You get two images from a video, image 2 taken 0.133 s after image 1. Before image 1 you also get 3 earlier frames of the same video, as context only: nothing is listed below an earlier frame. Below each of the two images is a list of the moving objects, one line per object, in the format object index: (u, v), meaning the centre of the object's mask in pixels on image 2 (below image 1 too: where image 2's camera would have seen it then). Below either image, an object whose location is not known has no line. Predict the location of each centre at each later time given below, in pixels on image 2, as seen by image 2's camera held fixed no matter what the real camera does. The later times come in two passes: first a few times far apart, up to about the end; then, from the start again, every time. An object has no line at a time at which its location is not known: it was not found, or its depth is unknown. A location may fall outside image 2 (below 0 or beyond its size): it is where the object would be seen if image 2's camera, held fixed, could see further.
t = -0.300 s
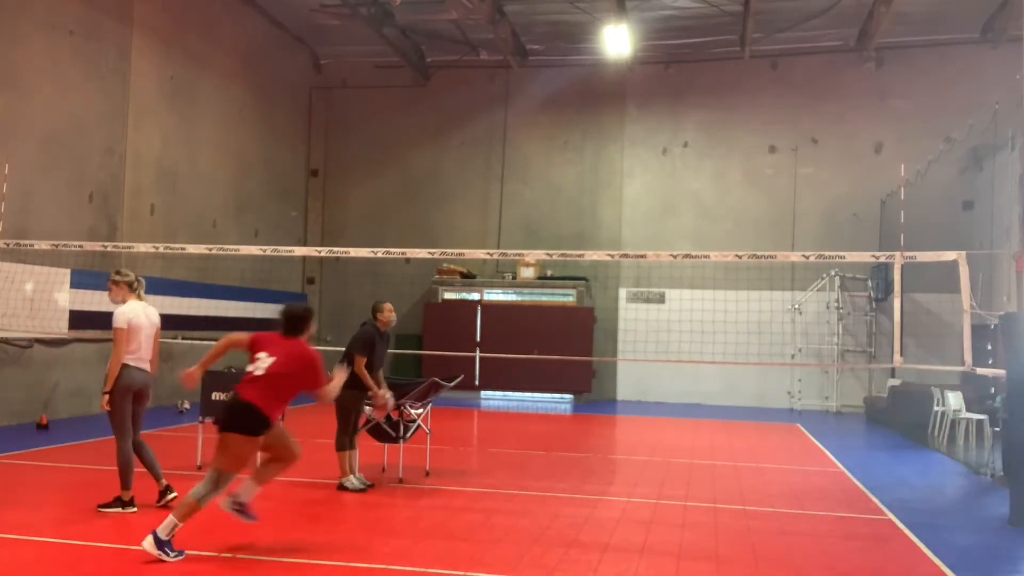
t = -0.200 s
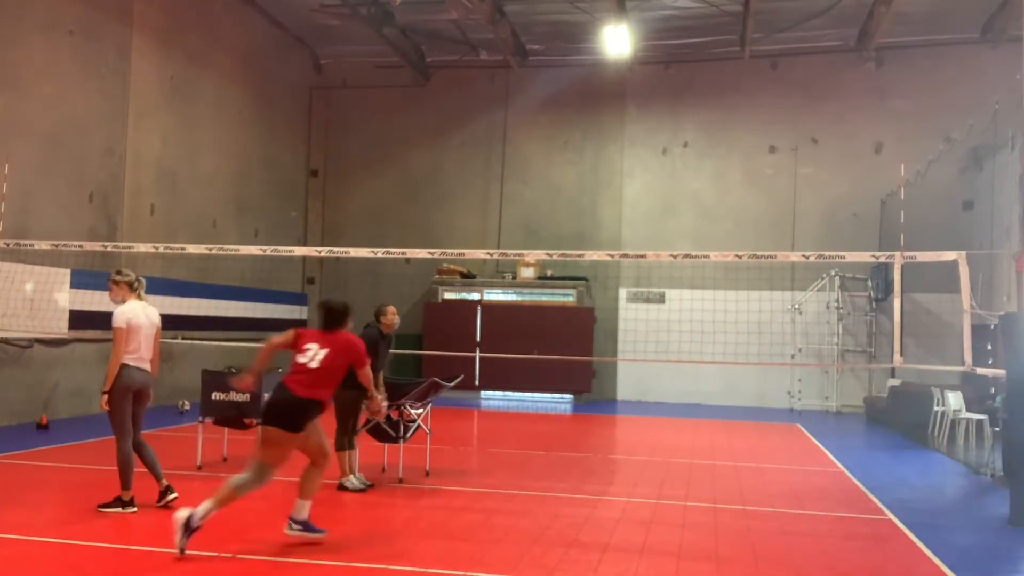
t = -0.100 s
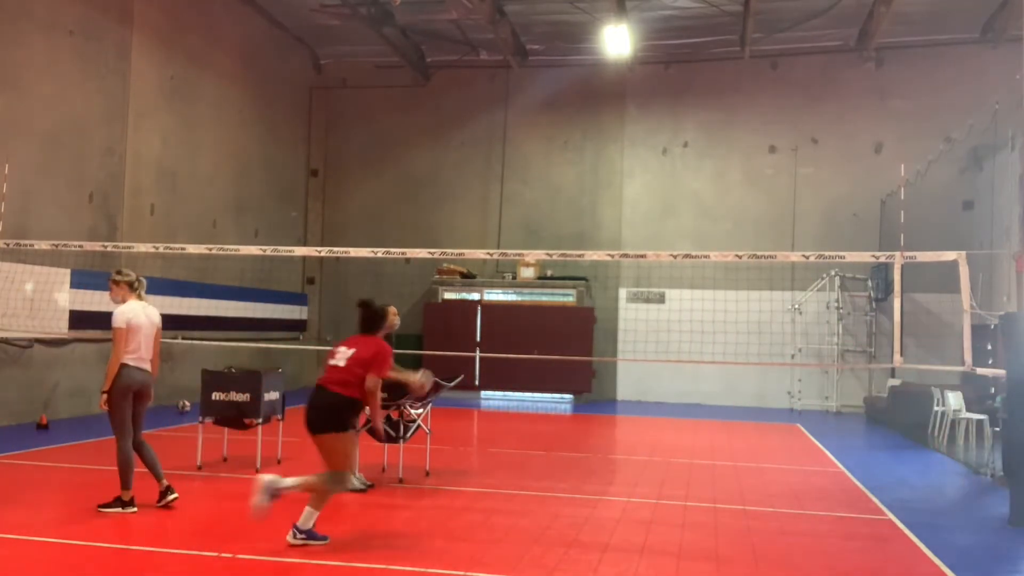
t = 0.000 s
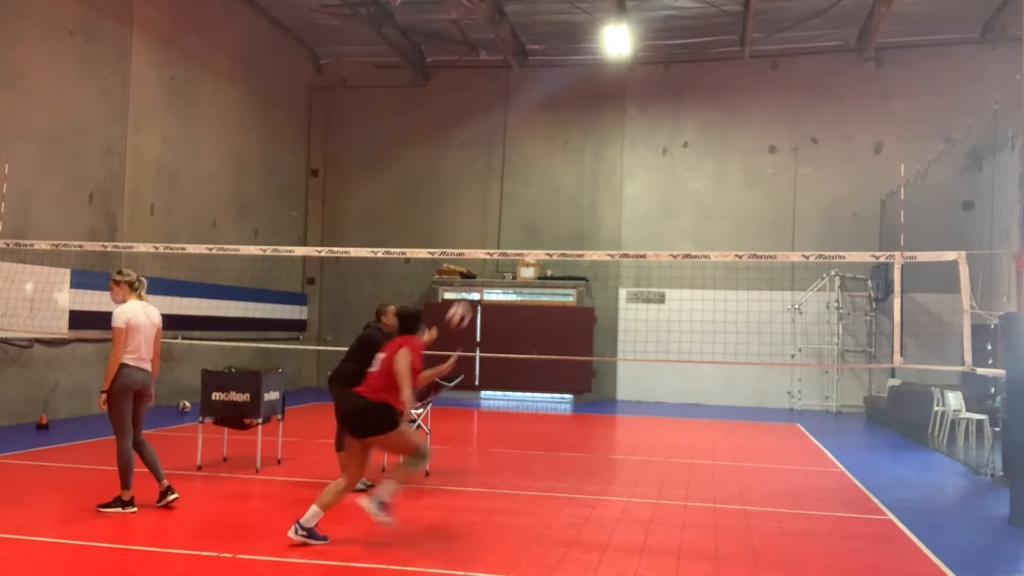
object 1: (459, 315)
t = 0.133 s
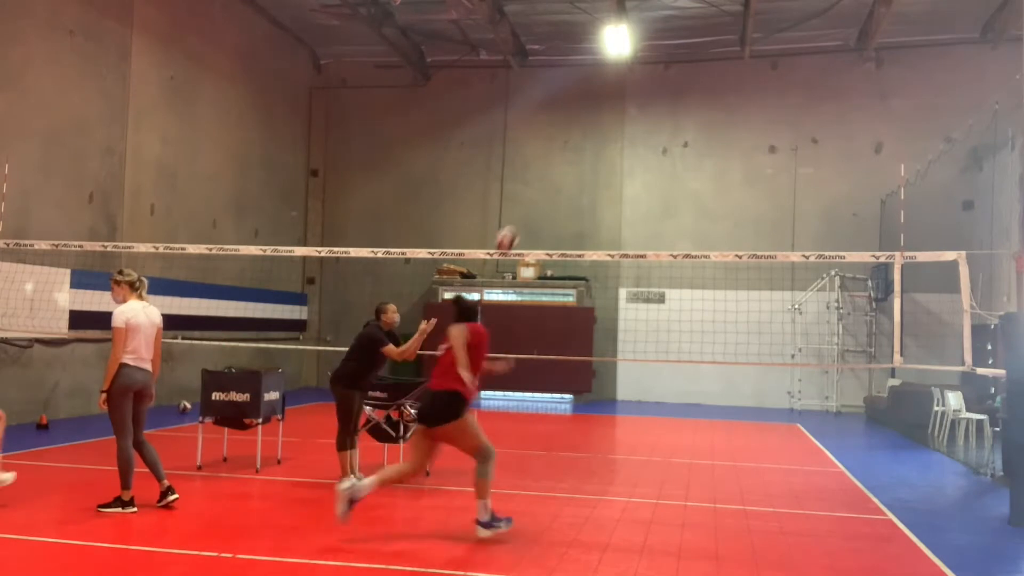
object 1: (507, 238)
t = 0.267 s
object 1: (551, 184)
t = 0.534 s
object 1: (640, 133)
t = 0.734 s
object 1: (706, 146)
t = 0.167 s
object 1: (517, 224)
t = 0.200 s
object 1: (530, 209)
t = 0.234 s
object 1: (541, 196)
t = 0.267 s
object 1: (551, 184)
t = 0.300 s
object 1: (562, 174)
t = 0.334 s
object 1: (573, 165)
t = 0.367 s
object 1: (584, 157)
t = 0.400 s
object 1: (595, 150)
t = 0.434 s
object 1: (606, 144)
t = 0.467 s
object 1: (617, 139)
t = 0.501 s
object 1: (629, 136)
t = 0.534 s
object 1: (640, 133)
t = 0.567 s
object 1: (651, 133)
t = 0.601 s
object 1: (662, 133)
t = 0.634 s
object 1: (673, 134)
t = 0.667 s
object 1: (684, 136)
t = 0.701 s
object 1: (695, 140)
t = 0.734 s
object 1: (706, 146)
